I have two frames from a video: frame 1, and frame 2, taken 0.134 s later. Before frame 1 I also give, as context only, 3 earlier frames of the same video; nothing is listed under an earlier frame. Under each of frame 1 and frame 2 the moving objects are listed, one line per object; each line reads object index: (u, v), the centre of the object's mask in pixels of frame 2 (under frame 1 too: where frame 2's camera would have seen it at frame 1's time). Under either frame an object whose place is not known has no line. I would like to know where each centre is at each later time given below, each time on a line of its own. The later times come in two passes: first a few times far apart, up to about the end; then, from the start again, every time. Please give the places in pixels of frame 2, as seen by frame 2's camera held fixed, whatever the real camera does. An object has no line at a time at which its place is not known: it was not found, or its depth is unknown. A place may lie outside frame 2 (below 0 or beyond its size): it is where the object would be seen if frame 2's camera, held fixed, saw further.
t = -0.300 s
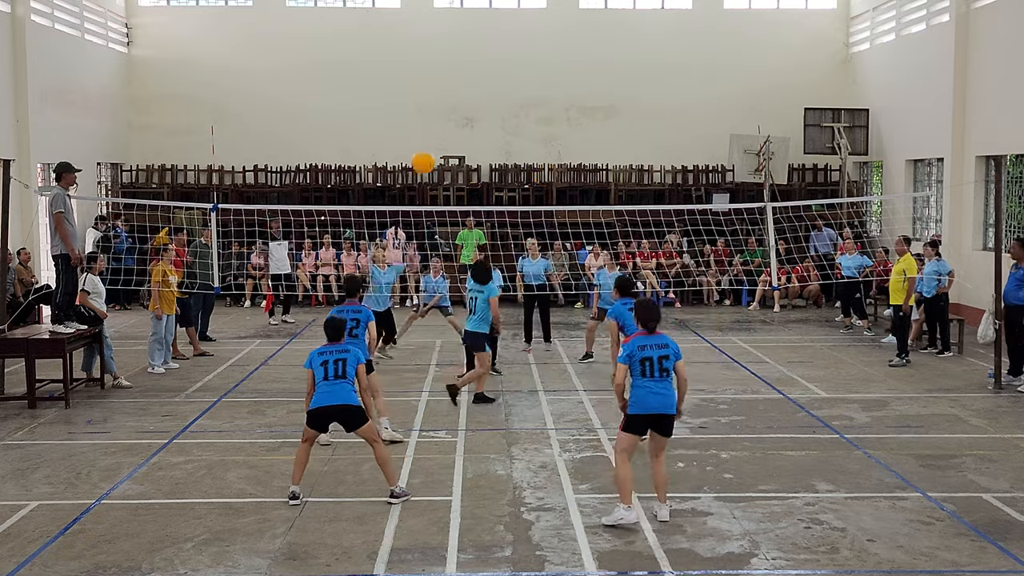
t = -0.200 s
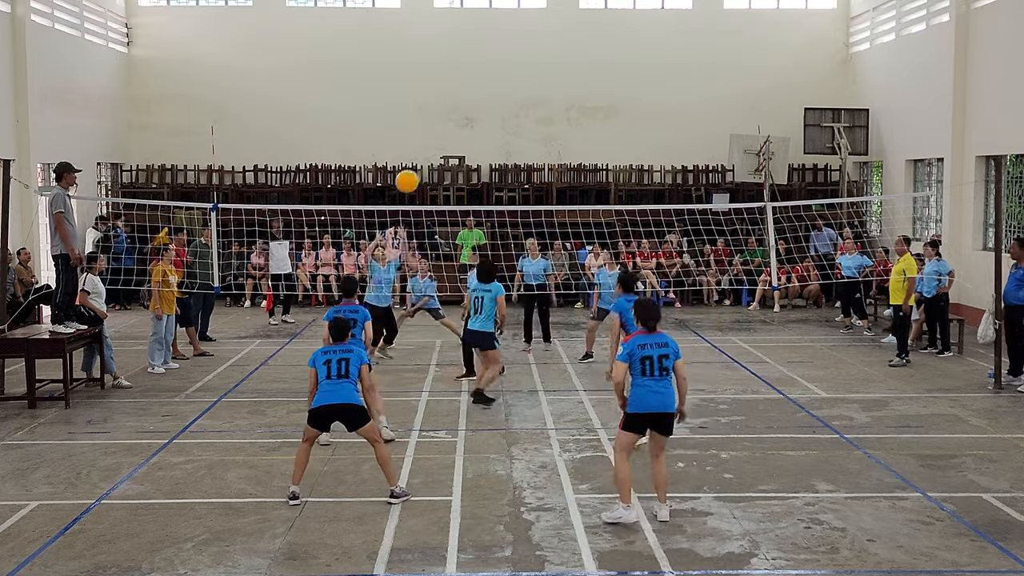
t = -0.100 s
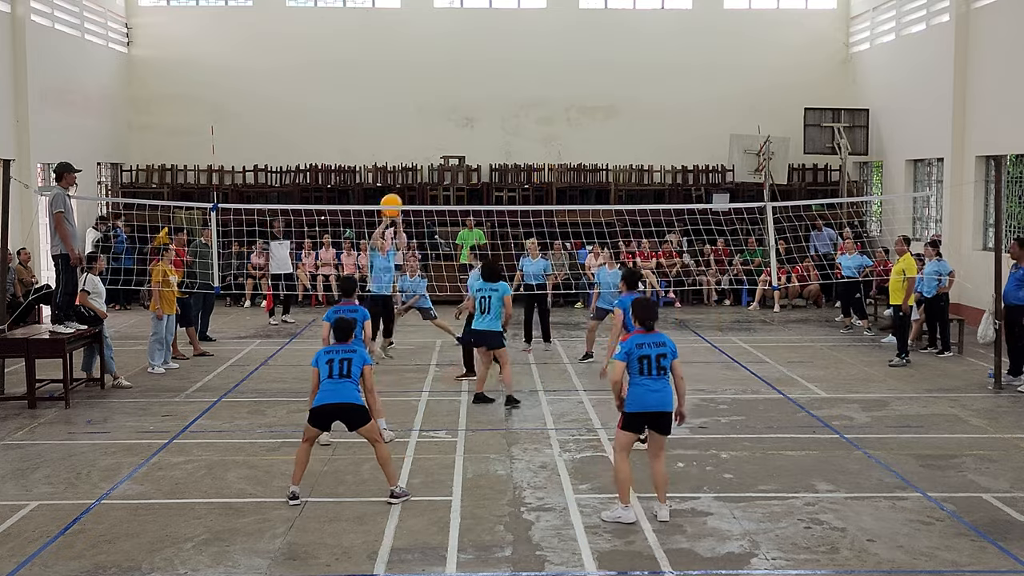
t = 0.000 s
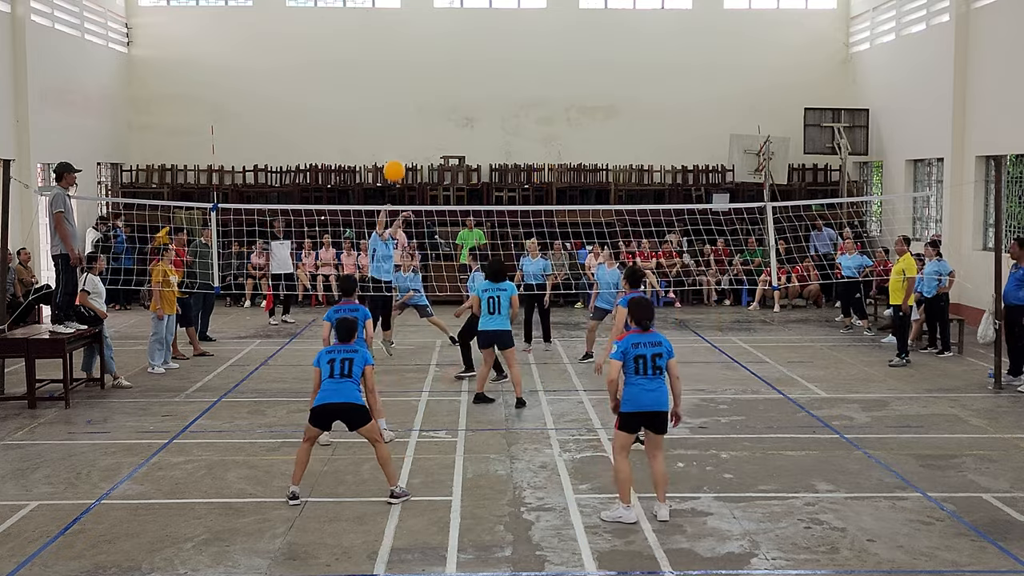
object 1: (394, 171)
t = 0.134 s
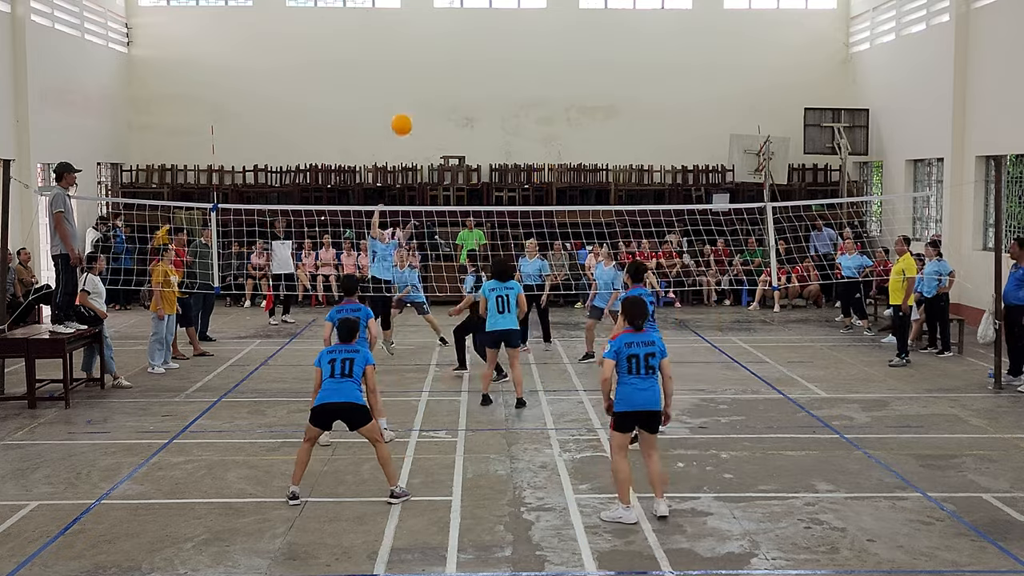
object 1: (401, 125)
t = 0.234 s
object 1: (408, 98)
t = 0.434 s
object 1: (420, 67)
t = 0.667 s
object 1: (435, 74)
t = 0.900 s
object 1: (452, 122)
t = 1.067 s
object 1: (462, 183)
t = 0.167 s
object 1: (403, 115)
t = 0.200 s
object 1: (406, 106)
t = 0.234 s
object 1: (408, 98)
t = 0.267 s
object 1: (410, 91)
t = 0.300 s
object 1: (412, 84)
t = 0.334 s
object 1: (414, 78)
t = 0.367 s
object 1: (416, 74)
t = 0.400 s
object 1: (418, 70)
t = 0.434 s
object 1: (420, 67)
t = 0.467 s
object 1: (422, 66)
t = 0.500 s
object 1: (424, 65)
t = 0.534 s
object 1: (427, 65)
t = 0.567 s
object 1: (429, 66)
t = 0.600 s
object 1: (431, 68)
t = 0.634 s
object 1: (433, 70)
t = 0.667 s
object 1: (435, 74)
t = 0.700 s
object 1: (438, 78)
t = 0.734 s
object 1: (440, 83)
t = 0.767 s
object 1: (443, 90)
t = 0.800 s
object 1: (445, 96)
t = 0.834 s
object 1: (447, 104)
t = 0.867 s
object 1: (449, 113)
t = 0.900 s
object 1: (452, 122)
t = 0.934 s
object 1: (454, 133)
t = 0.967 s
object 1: (456, 144)
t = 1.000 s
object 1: (458, 156)
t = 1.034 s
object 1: (460, 170)
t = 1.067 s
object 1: (462, 183)
